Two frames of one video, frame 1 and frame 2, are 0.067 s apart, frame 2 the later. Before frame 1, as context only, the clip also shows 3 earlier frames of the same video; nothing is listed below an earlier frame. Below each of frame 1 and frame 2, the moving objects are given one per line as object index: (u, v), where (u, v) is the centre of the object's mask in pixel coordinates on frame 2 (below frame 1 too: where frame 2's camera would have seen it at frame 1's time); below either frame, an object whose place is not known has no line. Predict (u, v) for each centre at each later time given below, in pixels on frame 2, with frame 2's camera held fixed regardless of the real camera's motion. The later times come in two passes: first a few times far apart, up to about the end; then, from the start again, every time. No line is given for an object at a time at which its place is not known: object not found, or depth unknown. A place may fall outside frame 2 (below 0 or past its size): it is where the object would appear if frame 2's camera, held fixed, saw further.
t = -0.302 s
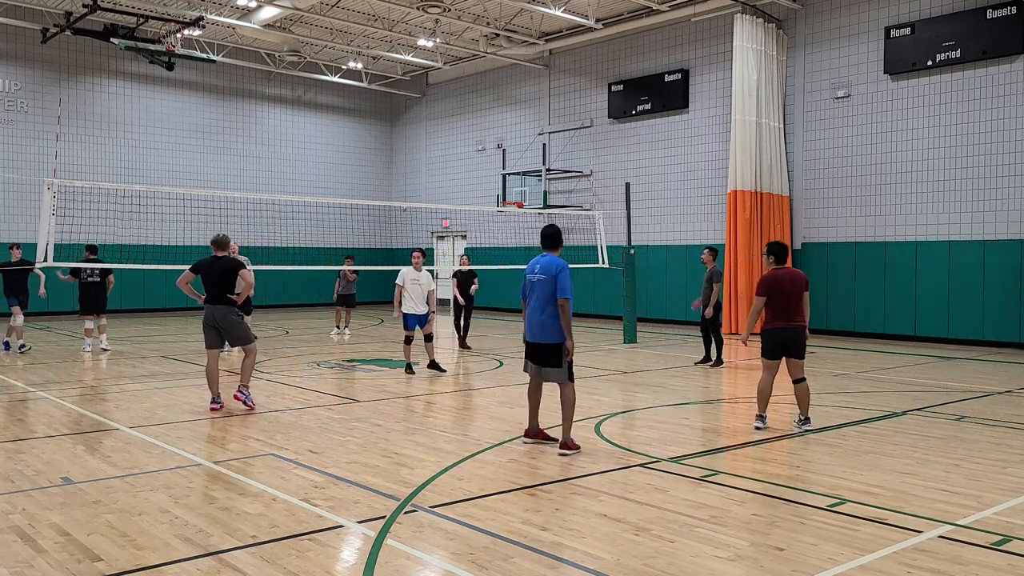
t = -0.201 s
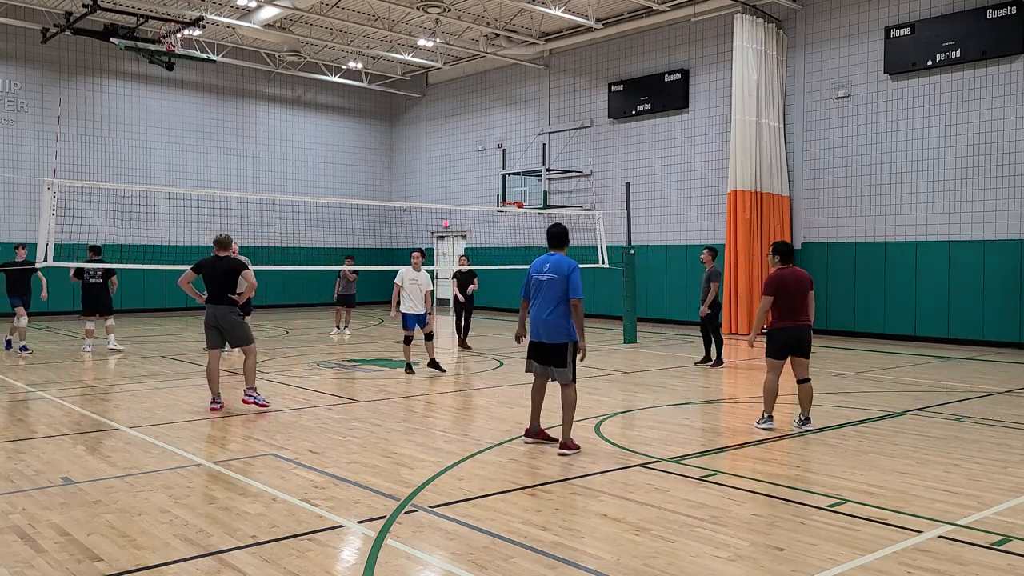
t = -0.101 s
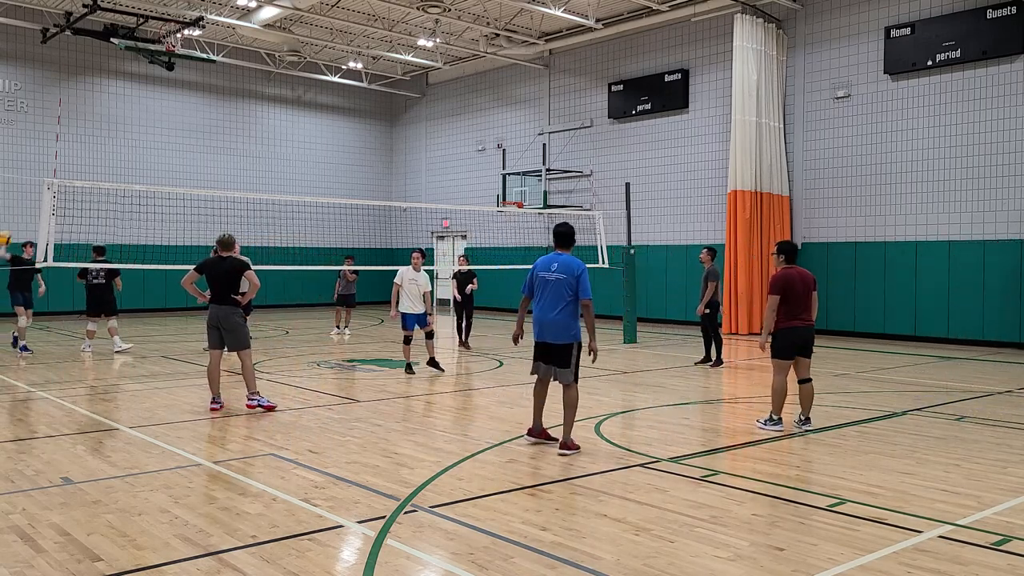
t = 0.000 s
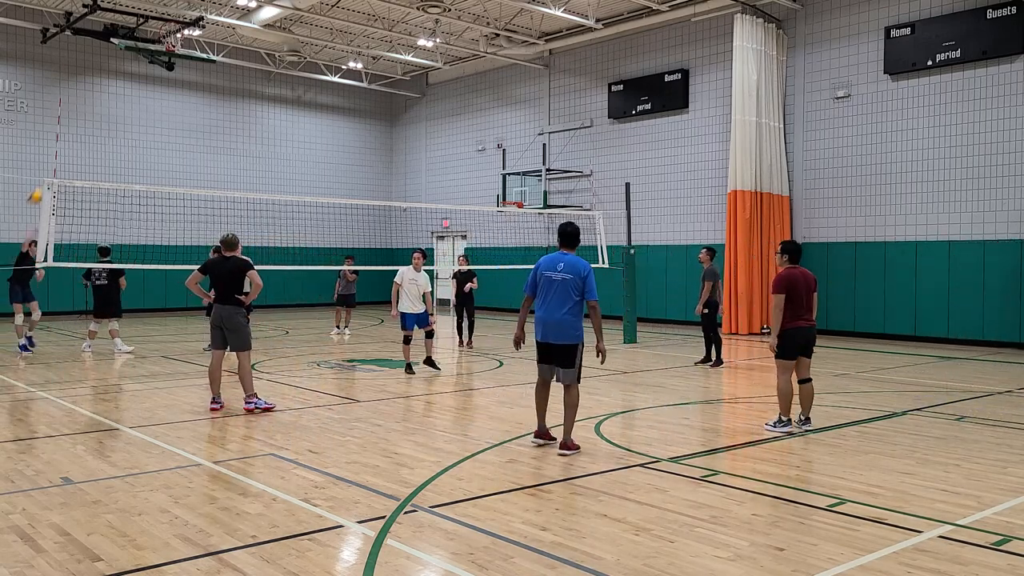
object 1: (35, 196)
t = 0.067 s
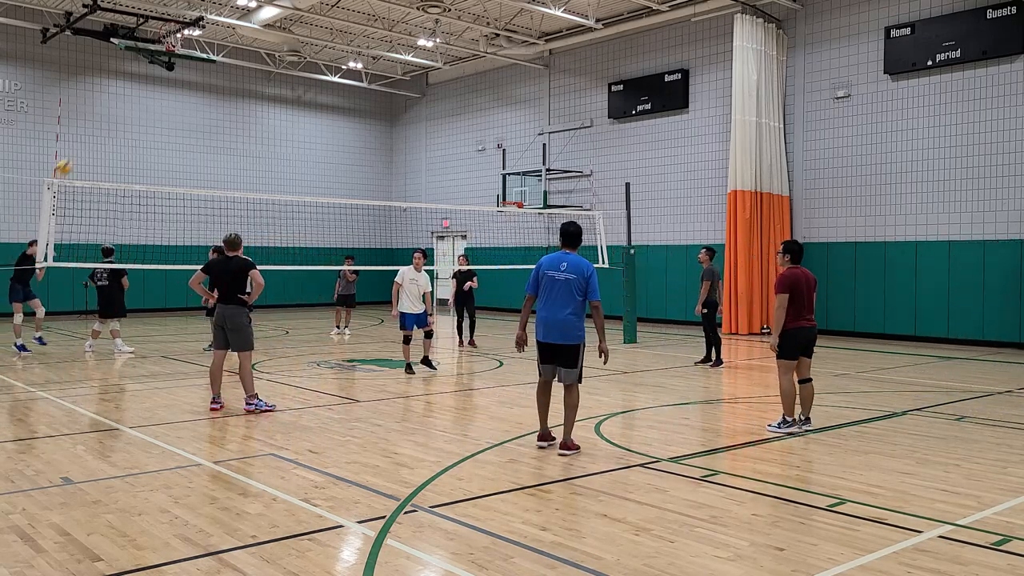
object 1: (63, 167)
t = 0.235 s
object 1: (138, 103)
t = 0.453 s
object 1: (243, 40)
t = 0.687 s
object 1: (369, 3)
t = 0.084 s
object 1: (70, 160)
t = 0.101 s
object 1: (77, 154)
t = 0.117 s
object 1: (85, 147)
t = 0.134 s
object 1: (94, 140)
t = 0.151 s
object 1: (101, 134)
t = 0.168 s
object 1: (109, 127)
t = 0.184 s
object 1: (116, 121)
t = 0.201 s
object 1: (122, 115)
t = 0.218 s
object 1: (130, 109)
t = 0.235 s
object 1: (138, 103)
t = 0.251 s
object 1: (146, 97)
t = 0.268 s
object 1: (153, 91)
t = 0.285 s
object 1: (161, 85)
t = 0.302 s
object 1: (169, 81)
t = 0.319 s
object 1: (176, 76)
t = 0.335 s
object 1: (183, 70)
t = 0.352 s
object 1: (193, 66)
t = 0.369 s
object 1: (201, 62)
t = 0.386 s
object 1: (209, 57)
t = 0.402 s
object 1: (218, 51)
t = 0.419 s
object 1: (226, 47)
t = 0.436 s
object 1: (235, 43)
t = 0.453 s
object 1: (243, 40)
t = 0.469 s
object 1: (252, 35)
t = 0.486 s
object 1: (261, 31)
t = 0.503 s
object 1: (270, 26)
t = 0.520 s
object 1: (277, 23)
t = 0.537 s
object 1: (285, 20)
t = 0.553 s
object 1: (293, 18)
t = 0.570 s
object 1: (303, 15)
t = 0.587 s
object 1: (311, 9)
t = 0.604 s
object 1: (321, 8)
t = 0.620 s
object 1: (331, 6)
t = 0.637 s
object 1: (341, 6)
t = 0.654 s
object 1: (350, 5)
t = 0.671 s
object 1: (360, 4)
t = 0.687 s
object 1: (369, 3)
